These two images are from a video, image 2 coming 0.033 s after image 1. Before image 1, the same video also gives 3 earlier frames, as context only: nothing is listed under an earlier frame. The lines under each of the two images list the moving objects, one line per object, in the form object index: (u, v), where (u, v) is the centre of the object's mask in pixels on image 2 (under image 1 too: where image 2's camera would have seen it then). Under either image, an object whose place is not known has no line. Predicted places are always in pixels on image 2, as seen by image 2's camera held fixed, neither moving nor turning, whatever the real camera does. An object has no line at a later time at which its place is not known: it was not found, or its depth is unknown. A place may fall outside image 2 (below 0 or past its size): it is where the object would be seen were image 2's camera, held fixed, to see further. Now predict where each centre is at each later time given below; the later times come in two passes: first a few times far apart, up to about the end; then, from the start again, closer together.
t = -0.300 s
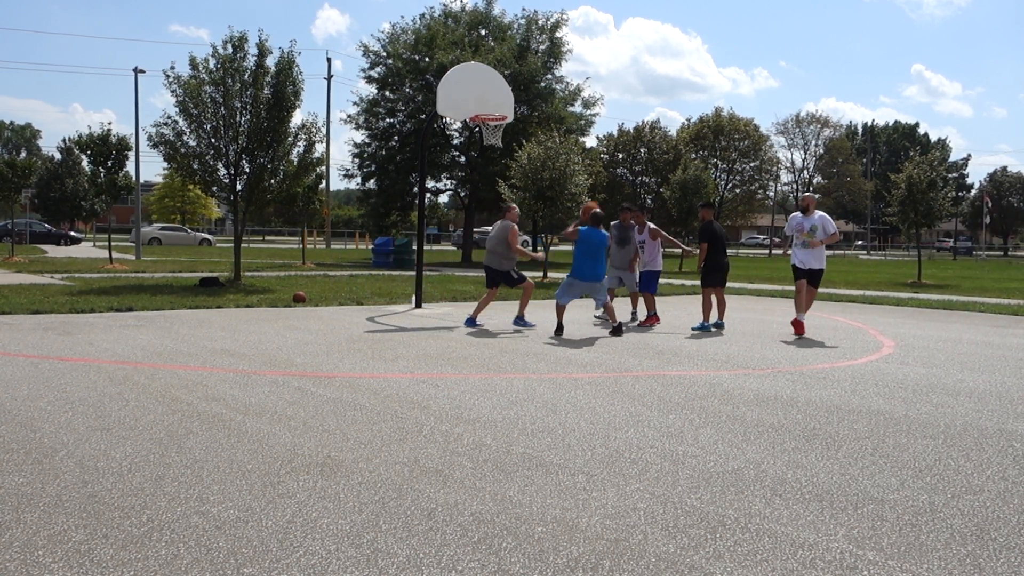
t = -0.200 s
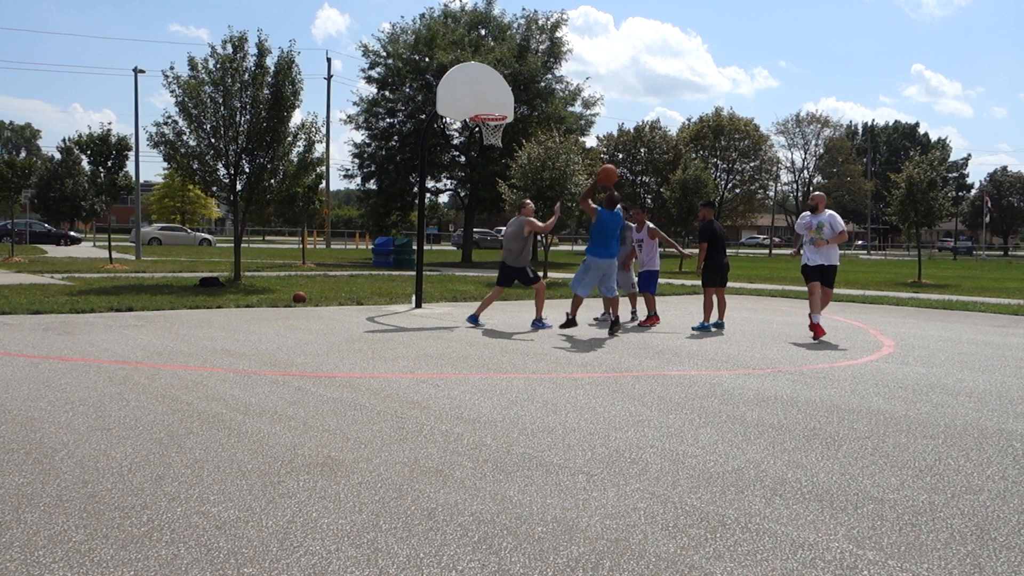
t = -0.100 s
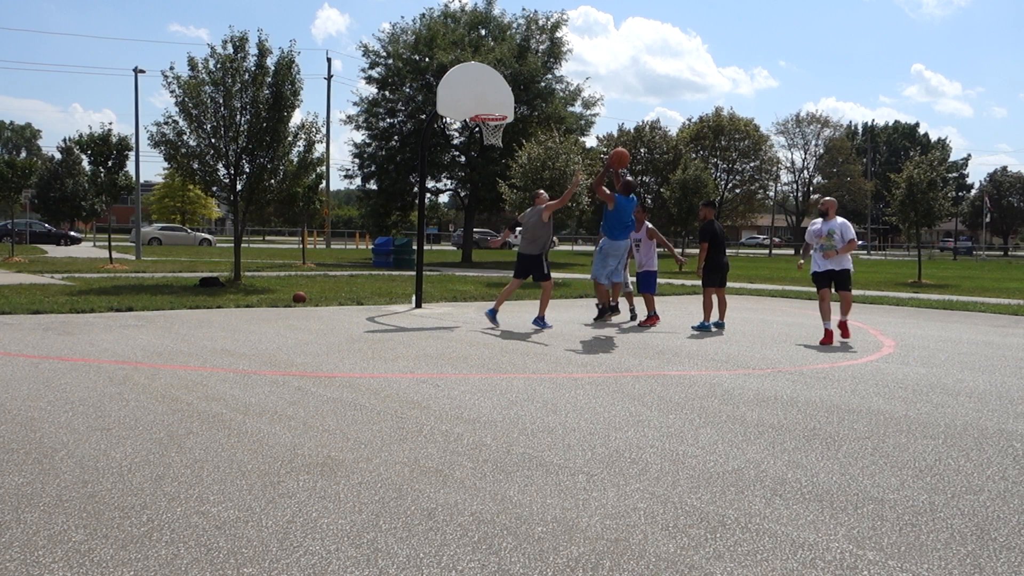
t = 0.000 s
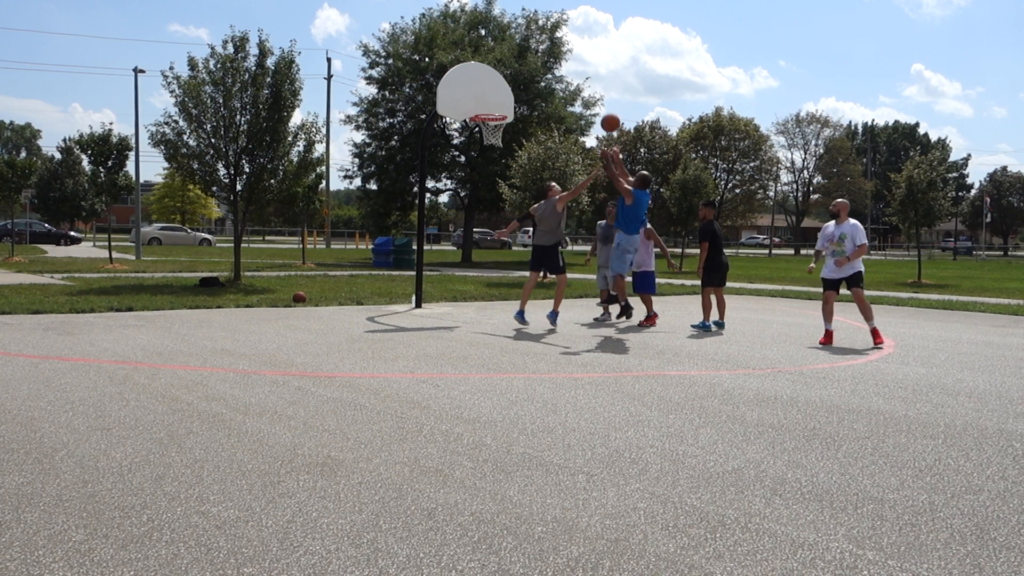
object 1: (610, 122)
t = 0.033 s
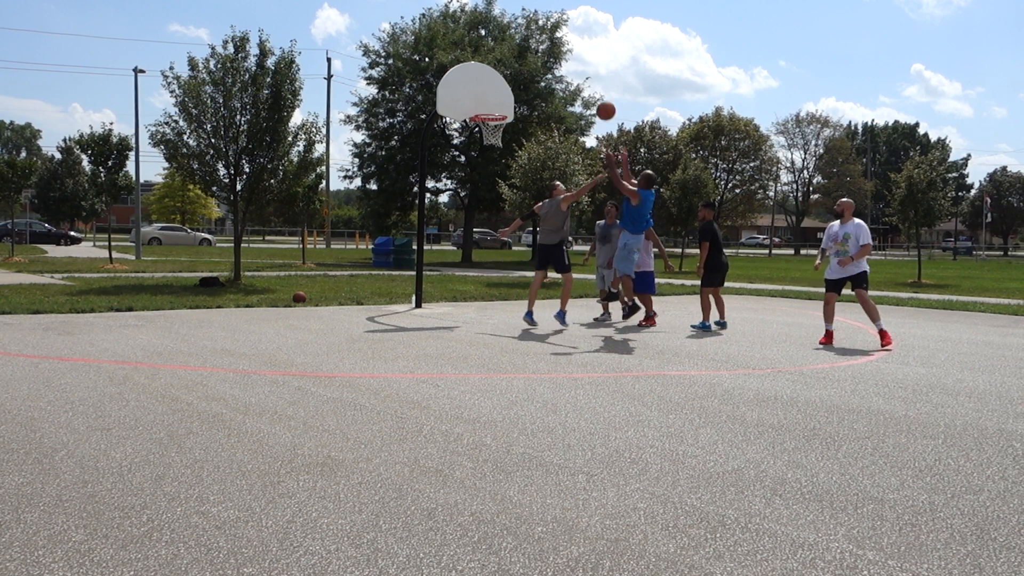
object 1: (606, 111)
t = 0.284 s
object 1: (573, 51)
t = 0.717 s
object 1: (519, 64)
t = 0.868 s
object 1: (500, 100)
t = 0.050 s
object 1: (604, 105)
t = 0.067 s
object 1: (601, 99)
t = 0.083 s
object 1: (599, 94)
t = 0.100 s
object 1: (597, 89)
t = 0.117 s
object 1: (595, 84)
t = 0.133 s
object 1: (593, 80)
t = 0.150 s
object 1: (591, 76)
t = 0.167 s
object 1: (588, 72)
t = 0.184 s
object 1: (586, 68)
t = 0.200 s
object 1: (584, 65)
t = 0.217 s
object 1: (582, 61)
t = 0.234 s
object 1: (580, 58)
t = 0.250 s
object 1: (577, 56)
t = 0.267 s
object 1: (575, 53)
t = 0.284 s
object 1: (573, 51)
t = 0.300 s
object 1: (571, 49)
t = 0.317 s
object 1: (569, 47)
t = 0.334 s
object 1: (566, 45)
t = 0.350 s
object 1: (565, 44)
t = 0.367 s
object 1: (562, 43)
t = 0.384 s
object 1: (561, 41)
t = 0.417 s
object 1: (556, 40)
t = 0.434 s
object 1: (554, 40)
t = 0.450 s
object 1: (552, 39)
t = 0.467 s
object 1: (550, 39)
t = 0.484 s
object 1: (548, 40)
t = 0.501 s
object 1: (546, 40)
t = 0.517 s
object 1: (545, 41)
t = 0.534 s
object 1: (541, 42)
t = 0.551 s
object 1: (540, 43)
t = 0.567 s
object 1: (538, 44)
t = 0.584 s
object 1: (536, 46)
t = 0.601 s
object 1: (533, 48)
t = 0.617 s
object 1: (530, 49)
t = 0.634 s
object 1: (529, 51)
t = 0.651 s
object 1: (528, 53)
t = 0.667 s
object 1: (525, 56)
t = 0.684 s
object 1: (523, 59)
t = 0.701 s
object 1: (520, 62)
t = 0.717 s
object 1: (519, 64)
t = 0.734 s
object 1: (517, 67)
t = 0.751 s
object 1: (515, 71)
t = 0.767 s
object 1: (512, 75)
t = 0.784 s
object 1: (510, 78)
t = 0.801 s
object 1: (508, 82)
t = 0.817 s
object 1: (506, 86)
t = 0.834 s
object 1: (504, 91)
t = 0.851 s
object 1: (502, 96)
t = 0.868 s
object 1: (500, 100)
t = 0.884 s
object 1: (498, 105)
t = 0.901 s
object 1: (495, 111)
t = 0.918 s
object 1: (494, 115)
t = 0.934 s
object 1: (492, 121)
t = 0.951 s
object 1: (489, 126)
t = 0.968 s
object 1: (487, 132)
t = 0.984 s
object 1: (485, 138)
